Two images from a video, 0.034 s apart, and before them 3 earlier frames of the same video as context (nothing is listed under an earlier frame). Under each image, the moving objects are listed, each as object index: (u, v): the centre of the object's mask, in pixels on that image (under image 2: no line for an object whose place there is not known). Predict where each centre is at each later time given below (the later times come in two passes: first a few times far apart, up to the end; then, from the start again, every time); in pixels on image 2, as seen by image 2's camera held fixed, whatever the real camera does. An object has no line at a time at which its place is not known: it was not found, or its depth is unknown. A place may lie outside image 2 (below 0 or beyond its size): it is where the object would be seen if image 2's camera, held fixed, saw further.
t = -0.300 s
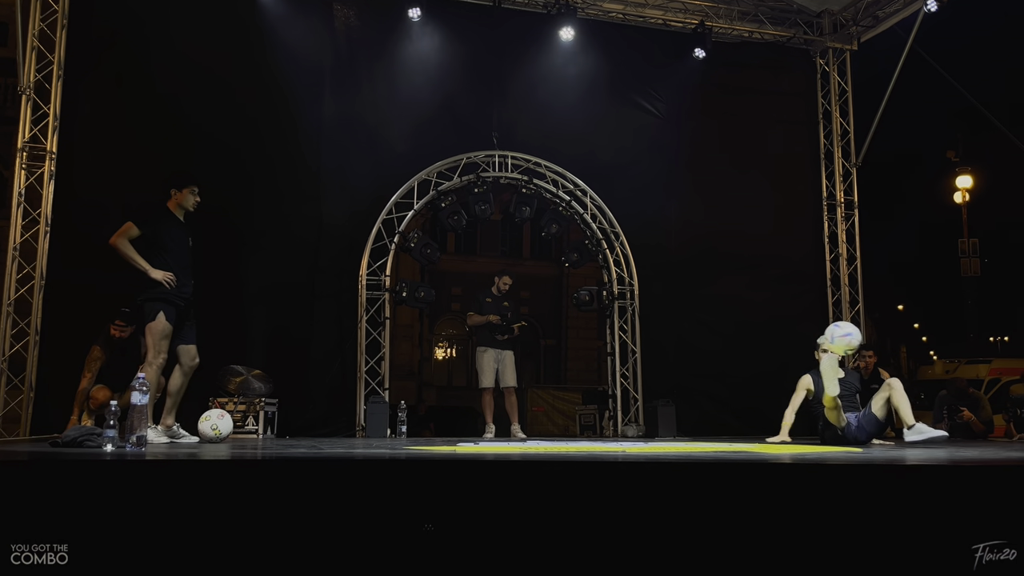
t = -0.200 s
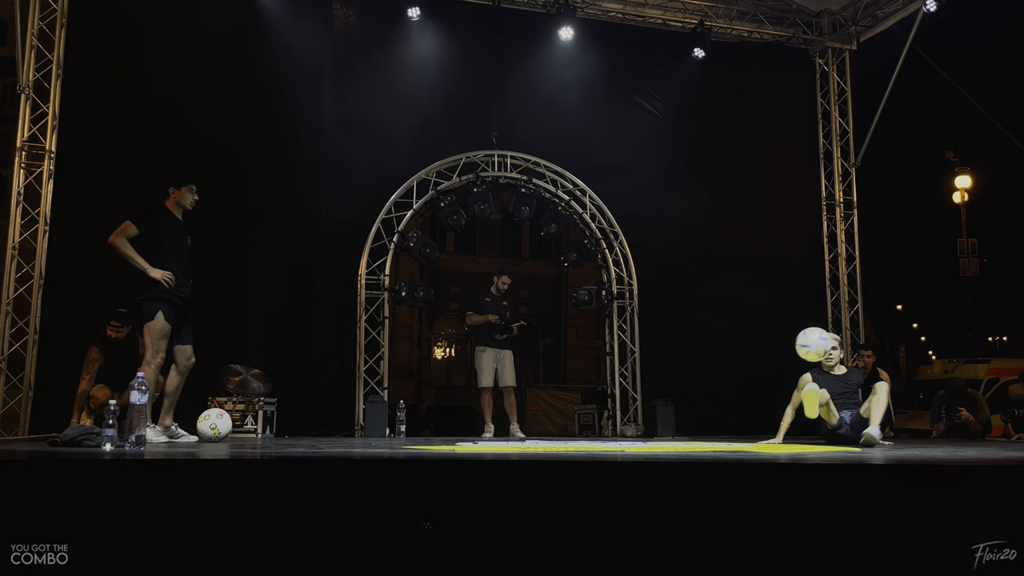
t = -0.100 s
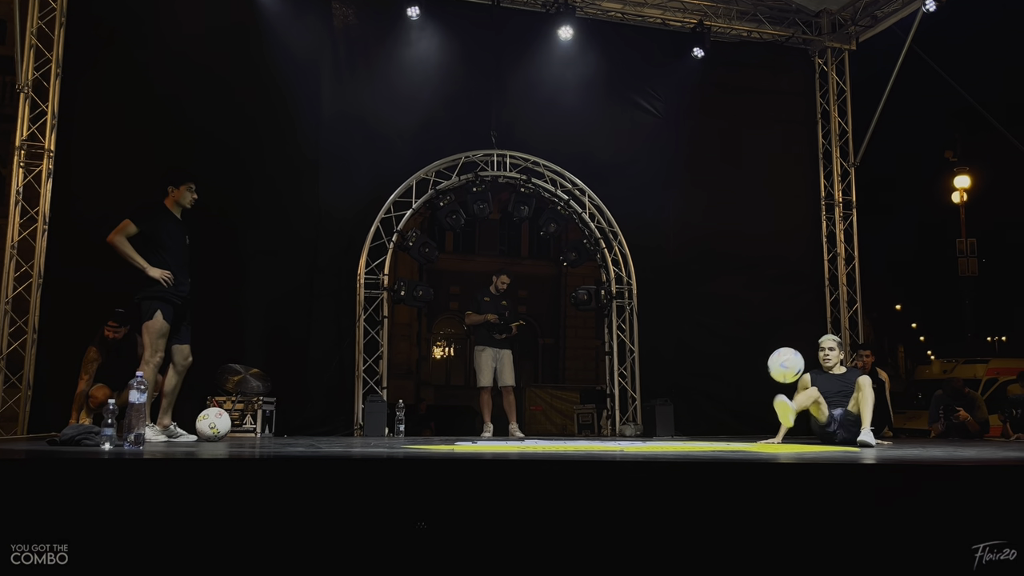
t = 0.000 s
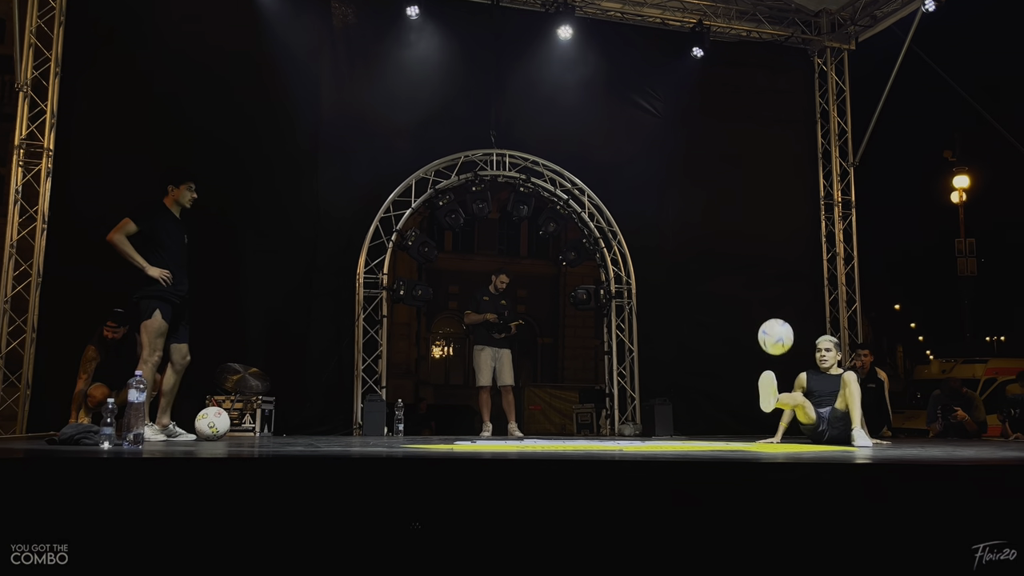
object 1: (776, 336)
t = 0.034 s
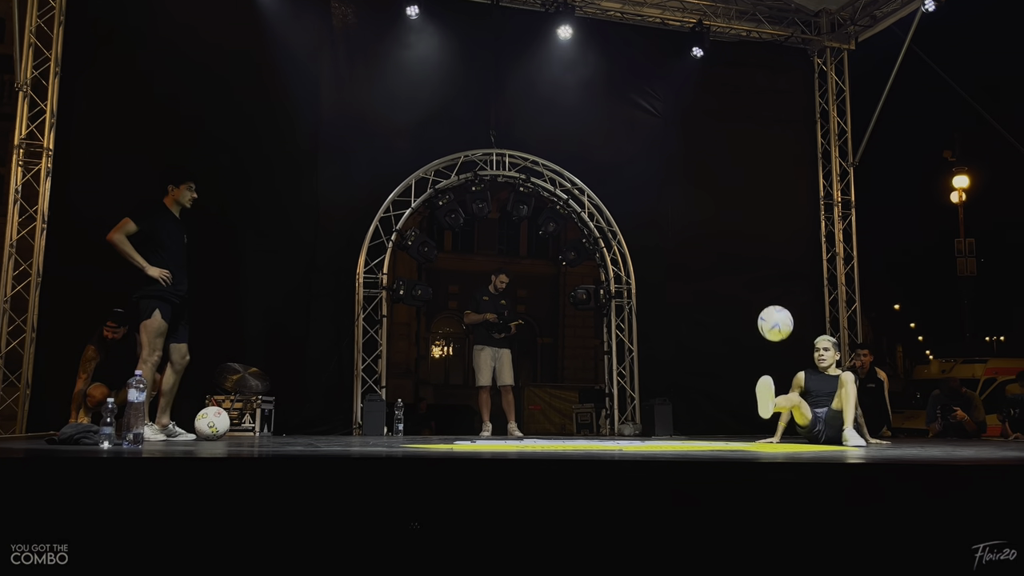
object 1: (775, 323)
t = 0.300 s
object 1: (777, 276)
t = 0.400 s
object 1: (778, 285)
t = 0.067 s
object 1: (775, 311)
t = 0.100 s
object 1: (775, 301)
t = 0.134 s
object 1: (775, 293)
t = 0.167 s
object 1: (776, 286)
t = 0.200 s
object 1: (776, 281)
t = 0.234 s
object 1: (776, 278)
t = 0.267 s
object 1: (776, 276)
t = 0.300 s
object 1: (777, 276)
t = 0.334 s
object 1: (777, 277)
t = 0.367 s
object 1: (778, 281)
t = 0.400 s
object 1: (778, 285)
